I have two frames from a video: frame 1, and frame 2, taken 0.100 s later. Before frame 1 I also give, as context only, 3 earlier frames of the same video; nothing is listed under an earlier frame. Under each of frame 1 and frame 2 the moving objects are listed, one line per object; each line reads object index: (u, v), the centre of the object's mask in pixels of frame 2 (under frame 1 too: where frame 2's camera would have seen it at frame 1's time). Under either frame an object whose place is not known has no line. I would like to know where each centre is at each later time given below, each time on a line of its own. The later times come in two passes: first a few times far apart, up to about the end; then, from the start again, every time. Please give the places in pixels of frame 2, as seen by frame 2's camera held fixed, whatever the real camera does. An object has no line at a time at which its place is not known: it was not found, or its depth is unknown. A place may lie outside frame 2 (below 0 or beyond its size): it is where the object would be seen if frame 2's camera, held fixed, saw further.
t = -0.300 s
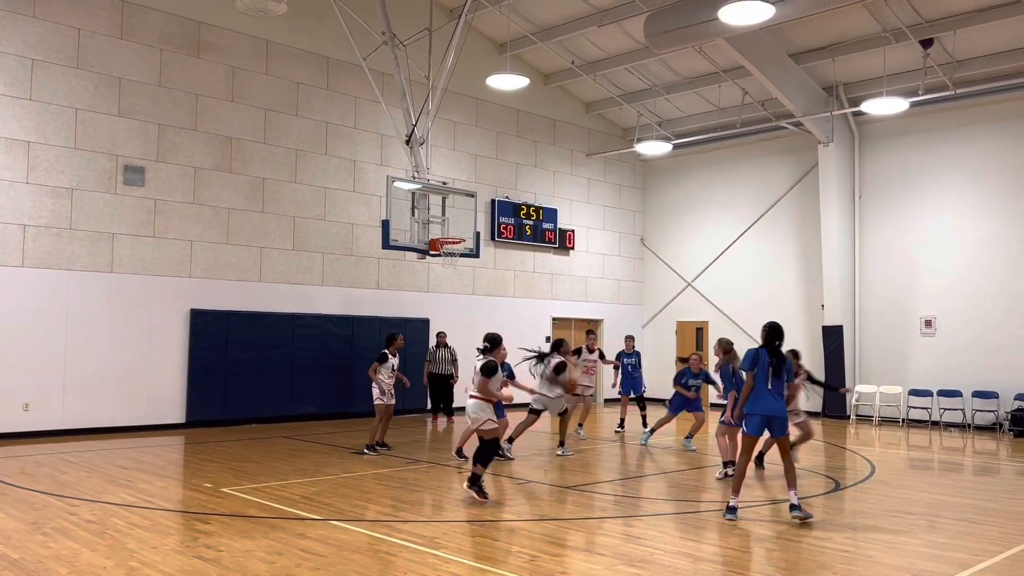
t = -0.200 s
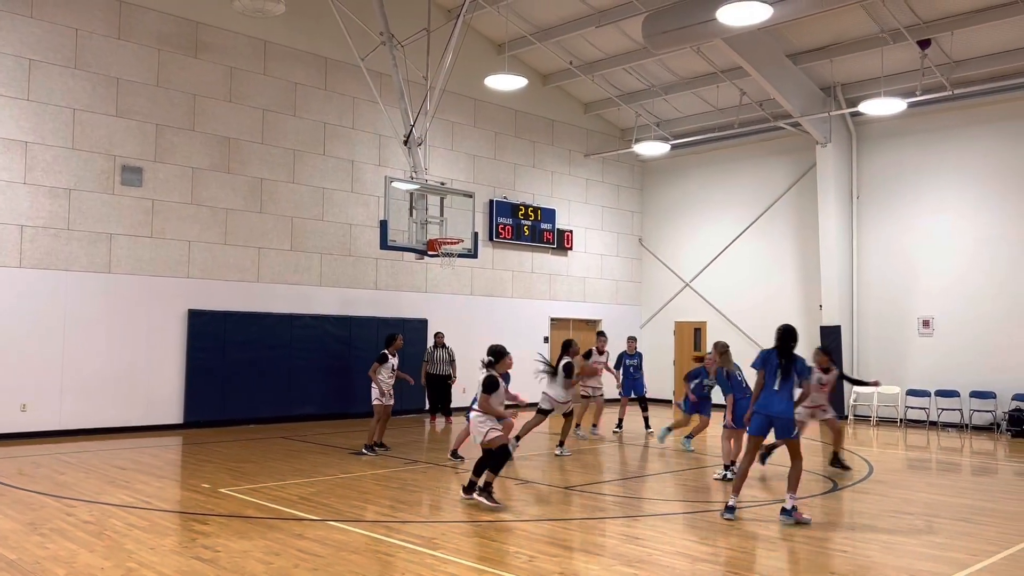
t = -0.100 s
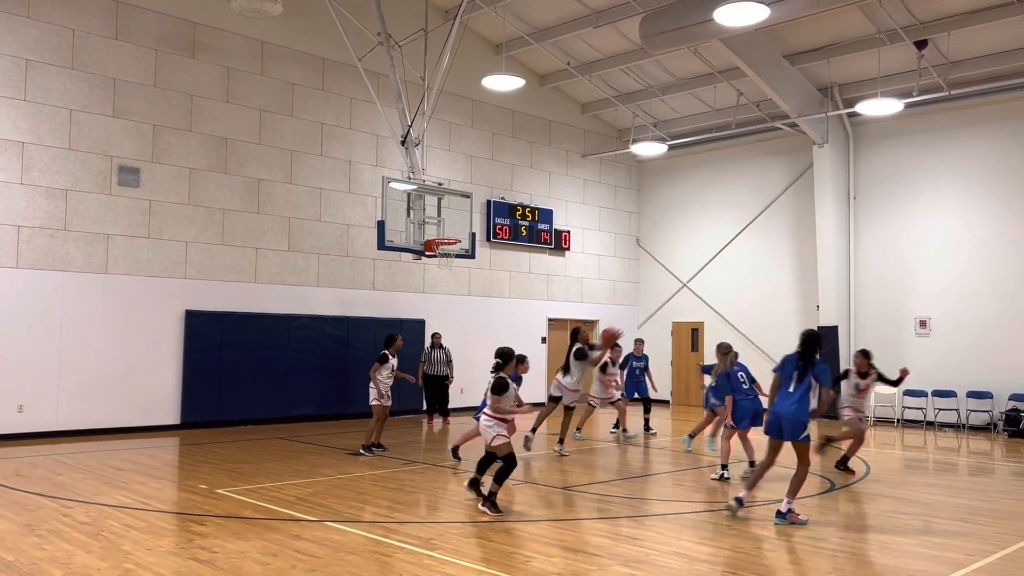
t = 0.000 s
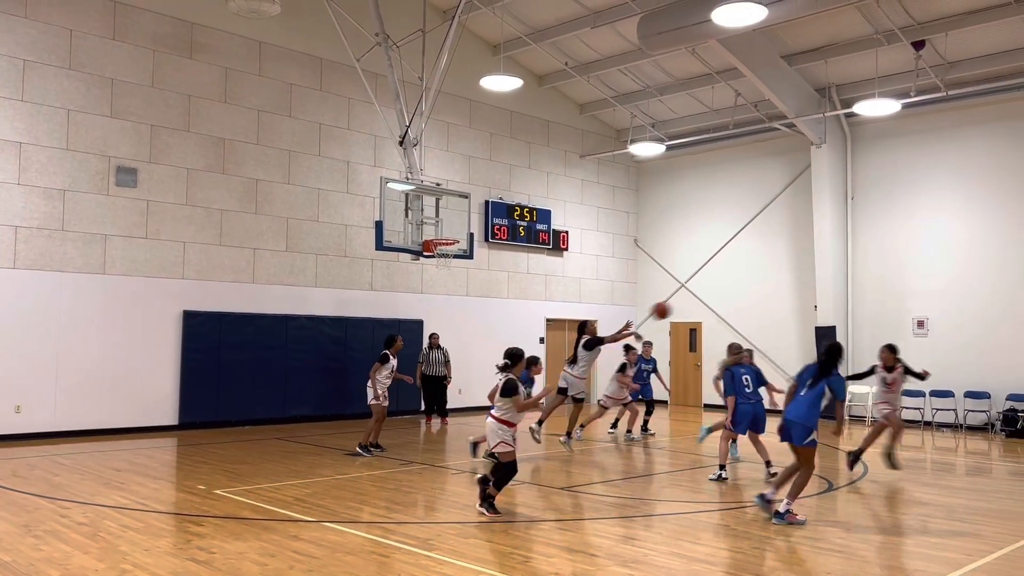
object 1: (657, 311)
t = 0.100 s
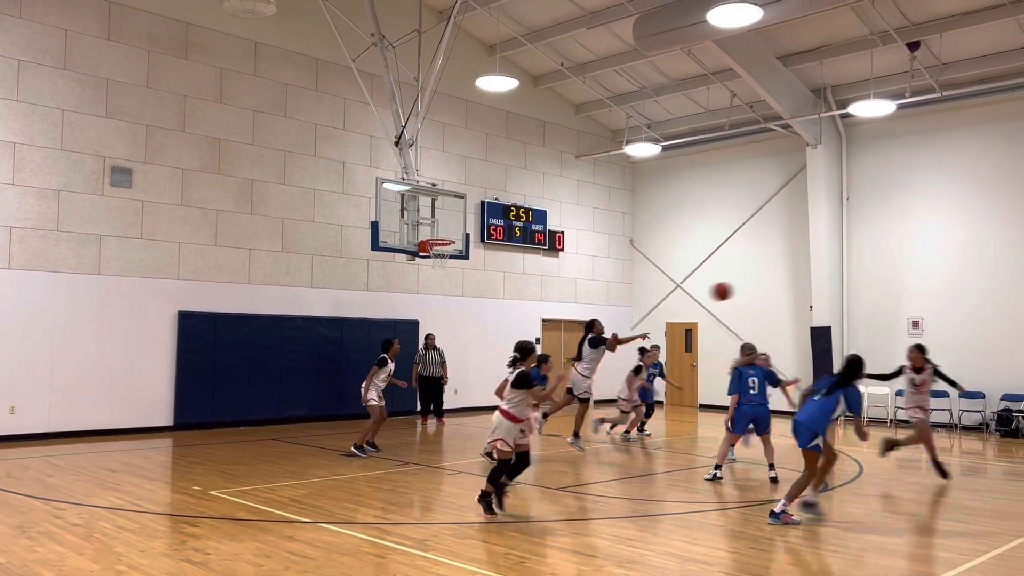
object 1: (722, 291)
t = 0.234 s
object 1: (814, 275)
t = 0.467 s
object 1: (996, 284)
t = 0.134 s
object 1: (744, 286)
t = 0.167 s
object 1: (767, 282)
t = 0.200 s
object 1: (791, 279)
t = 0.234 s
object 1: (814, 275)
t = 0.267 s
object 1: (839, 274)
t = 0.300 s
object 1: (864, 273)
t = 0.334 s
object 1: (889, 273)
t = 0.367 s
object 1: (915, 274)
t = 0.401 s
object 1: (942, 276)
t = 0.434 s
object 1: (969, 280)
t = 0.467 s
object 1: (996, 284)
